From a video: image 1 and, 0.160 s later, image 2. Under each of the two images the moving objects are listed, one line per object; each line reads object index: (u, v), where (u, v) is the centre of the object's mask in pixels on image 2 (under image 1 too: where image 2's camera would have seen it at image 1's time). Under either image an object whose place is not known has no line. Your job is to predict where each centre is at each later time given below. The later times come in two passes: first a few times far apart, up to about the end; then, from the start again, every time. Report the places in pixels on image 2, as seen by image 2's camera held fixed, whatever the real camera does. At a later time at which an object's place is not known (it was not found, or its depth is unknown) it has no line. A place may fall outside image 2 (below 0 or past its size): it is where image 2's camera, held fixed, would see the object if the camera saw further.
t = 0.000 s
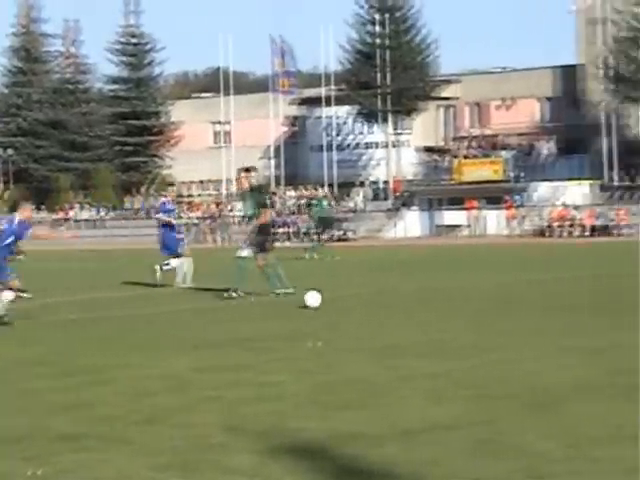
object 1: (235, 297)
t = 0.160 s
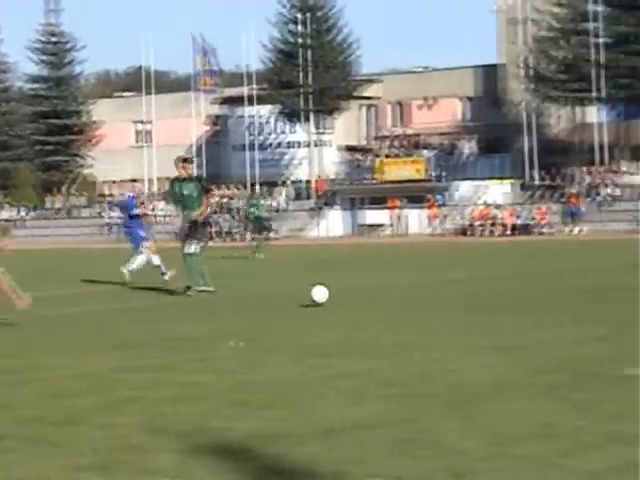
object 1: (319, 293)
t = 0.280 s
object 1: (384, 294)
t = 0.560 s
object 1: (539, 295)
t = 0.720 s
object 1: (632, 289)
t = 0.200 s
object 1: (341, 296)
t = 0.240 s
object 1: (362, 295)
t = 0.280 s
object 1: (384, 294)
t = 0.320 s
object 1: (405, 292)
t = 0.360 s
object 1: (427, 293)
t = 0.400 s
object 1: (449, 295)
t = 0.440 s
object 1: (472, 297)
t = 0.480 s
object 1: (494, 295)
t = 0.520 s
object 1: (516, 294)
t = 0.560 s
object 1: (539, 295)
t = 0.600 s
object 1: (562, 297)
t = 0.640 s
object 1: (586, 298)
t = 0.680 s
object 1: (609, 293)
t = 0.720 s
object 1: (632, 289)
